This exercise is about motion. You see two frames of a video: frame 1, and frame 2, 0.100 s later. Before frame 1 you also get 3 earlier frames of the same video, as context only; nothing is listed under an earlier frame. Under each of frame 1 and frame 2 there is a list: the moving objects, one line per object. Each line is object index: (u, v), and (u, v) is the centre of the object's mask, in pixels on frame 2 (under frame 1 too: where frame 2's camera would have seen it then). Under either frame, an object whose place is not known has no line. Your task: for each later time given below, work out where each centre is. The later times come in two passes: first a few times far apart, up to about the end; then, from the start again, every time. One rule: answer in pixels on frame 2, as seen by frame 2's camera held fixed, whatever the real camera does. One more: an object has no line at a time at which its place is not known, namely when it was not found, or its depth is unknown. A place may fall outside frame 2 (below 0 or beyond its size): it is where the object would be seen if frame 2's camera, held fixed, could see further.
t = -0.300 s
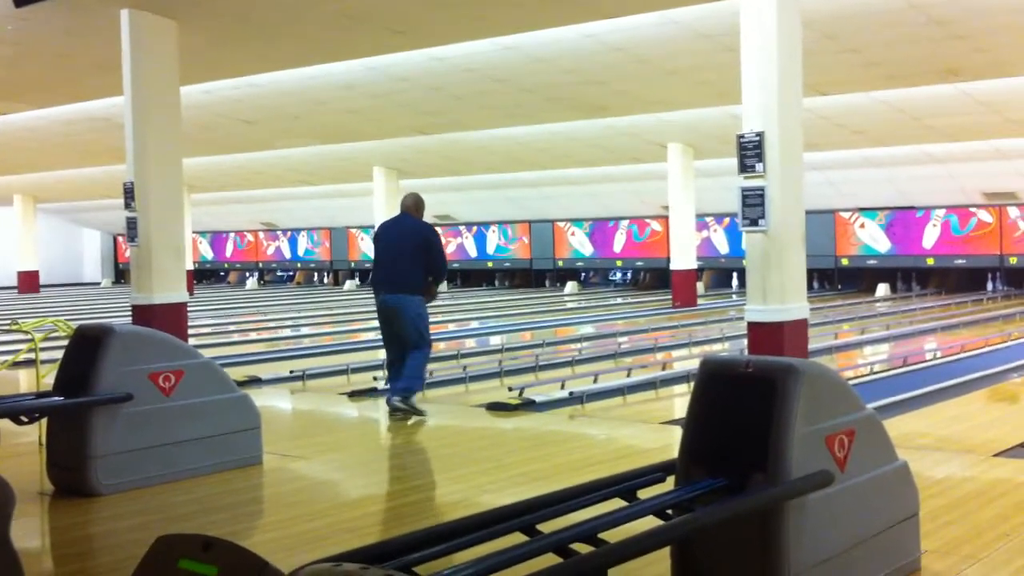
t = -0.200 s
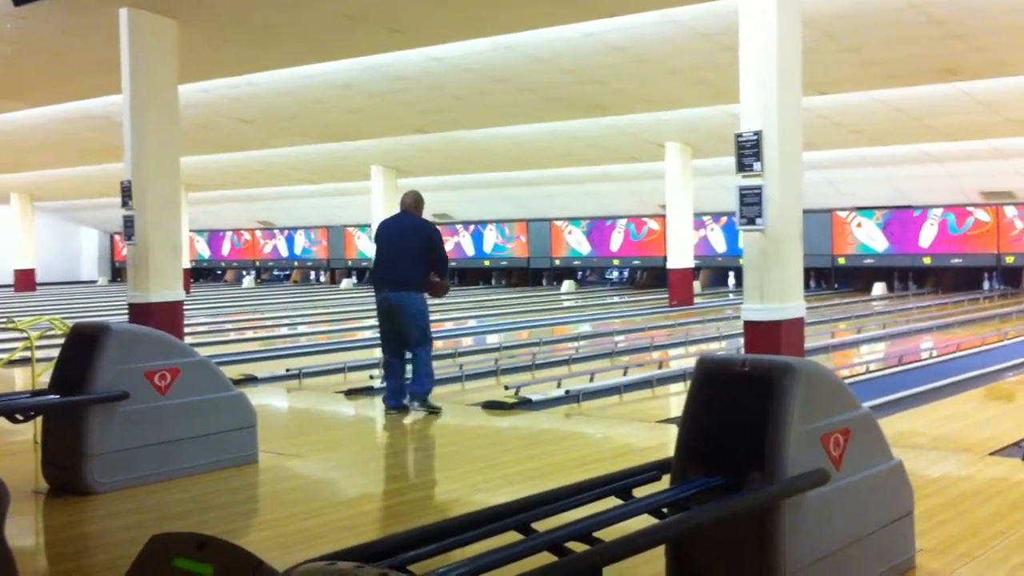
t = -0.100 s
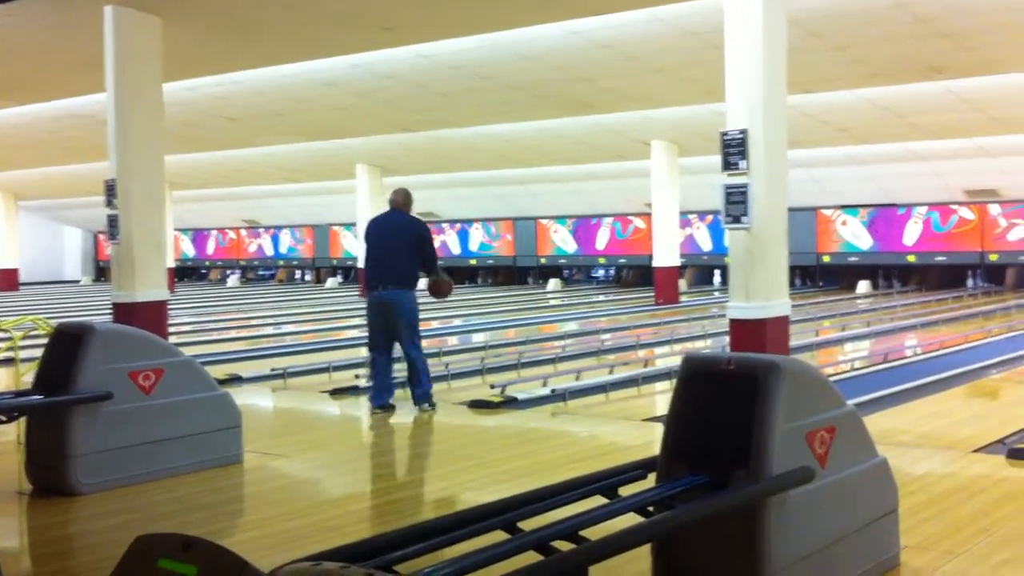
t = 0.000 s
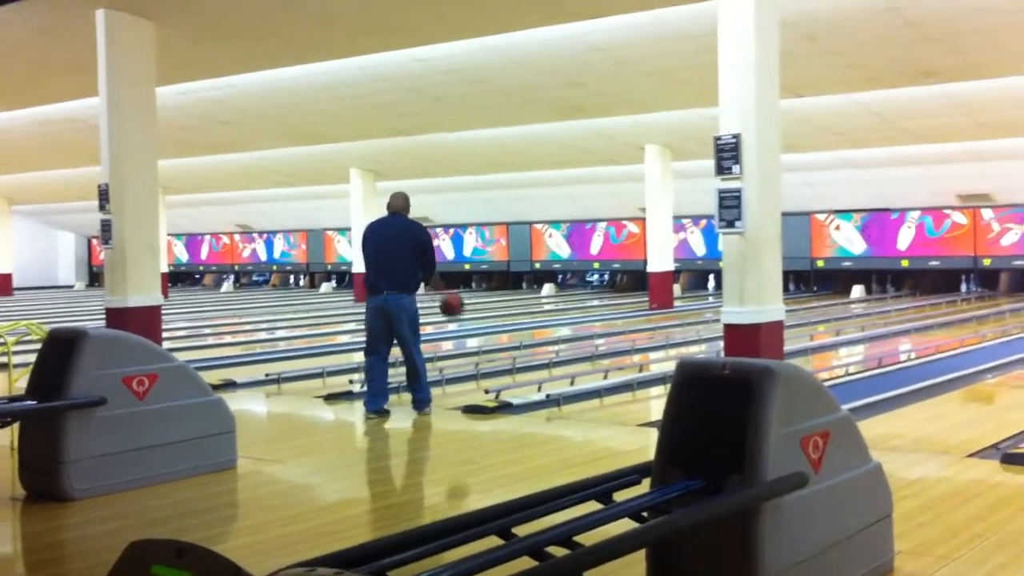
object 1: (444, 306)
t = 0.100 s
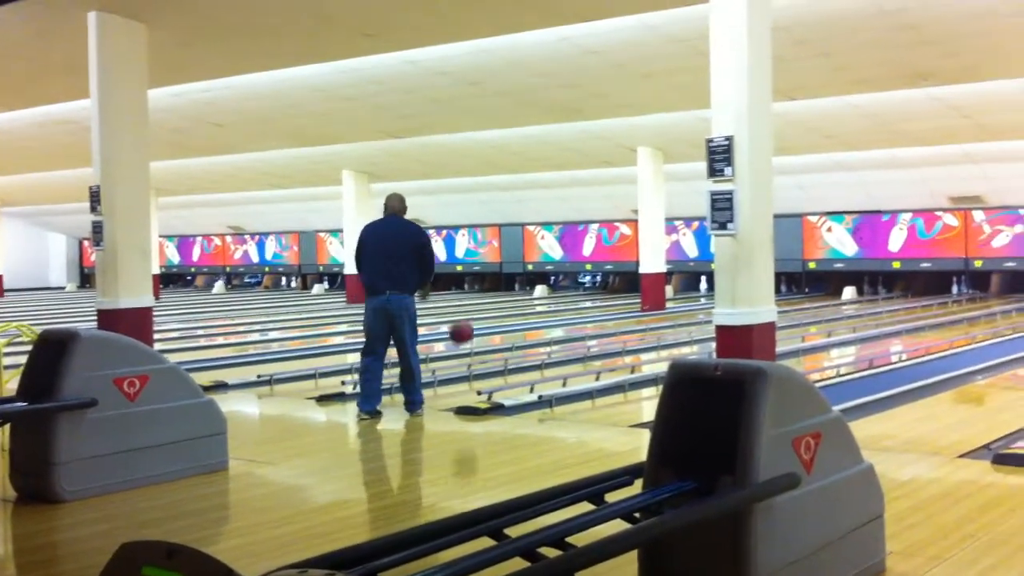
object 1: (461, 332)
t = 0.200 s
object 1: (479, 369)
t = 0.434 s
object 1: (514, 373)
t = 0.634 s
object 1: (539, 377)
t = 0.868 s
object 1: (563, 372)
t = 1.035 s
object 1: (581, 368)
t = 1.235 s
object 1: (597, 367)
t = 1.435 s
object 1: (613, 363)
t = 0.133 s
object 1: (468, 344)
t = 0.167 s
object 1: (474, 356)
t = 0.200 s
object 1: (479, 369)
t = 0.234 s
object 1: (485, 380)
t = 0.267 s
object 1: (490, 379)
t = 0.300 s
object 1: (494, 376)
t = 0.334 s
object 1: (499, 374)
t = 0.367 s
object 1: (505, 373)
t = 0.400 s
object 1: (511, 373)
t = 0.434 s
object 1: (514, 373)
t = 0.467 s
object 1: (517, 375)
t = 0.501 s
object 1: (522, 375)
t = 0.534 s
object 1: (526, 378)
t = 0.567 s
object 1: (531, 377)
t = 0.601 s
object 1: (535, 378)
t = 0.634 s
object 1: (539, 377)
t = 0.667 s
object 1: (544, 377)
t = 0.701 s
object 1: (549, 376)
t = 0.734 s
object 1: (551, 376)
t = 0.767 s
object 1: (555, 375)
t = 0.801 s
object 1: (559, 374)
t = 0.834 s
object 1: (561, 374)
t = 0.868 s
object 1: (563, 372)
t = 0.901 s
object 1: (569, 373)
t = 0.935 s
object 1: (572, 371)
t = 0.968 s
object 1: (575, 370)
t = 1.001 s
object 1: (578, 369)
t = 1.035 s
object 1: (581, 368)
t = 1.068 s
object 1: (584, 368)
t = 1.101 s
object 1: (586, 368)
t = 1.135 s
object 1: (590, 369)
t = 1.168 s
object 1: (593, 368)
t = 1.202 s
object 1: (595, 367)
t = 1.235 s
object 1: (597, 367)
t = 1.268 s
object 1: (600, 366)
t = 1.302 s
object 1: (603, 366)
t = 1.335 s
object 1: (605, 365)
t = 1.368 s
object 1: (607, 364)
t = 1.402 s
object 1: (610, 364)
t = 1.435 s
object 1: (613, 363)
